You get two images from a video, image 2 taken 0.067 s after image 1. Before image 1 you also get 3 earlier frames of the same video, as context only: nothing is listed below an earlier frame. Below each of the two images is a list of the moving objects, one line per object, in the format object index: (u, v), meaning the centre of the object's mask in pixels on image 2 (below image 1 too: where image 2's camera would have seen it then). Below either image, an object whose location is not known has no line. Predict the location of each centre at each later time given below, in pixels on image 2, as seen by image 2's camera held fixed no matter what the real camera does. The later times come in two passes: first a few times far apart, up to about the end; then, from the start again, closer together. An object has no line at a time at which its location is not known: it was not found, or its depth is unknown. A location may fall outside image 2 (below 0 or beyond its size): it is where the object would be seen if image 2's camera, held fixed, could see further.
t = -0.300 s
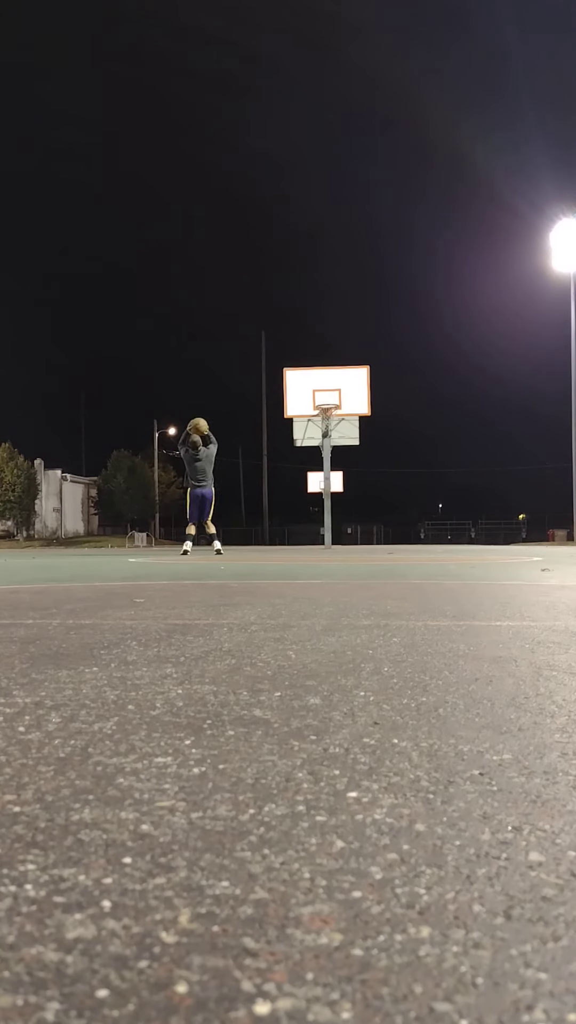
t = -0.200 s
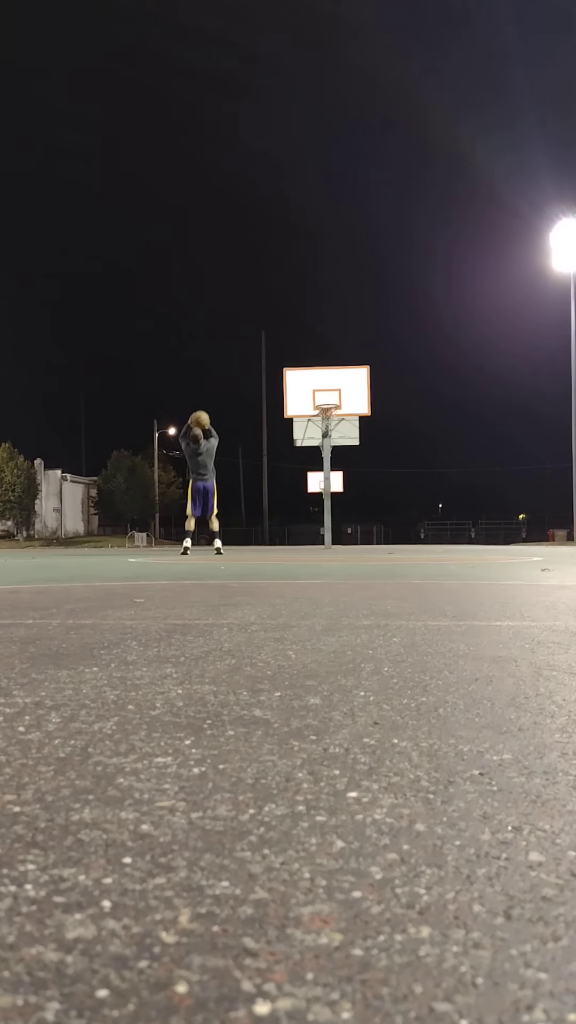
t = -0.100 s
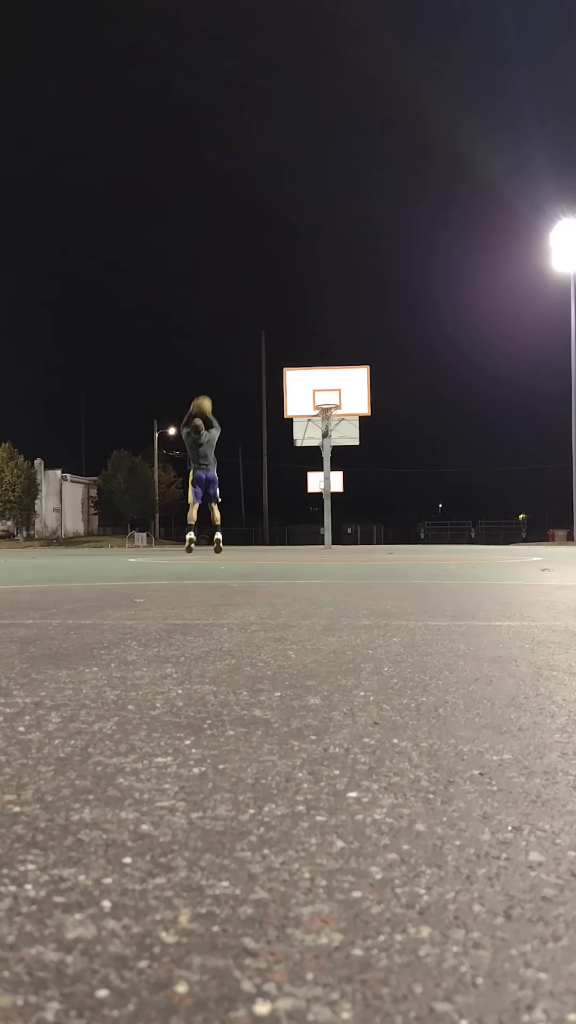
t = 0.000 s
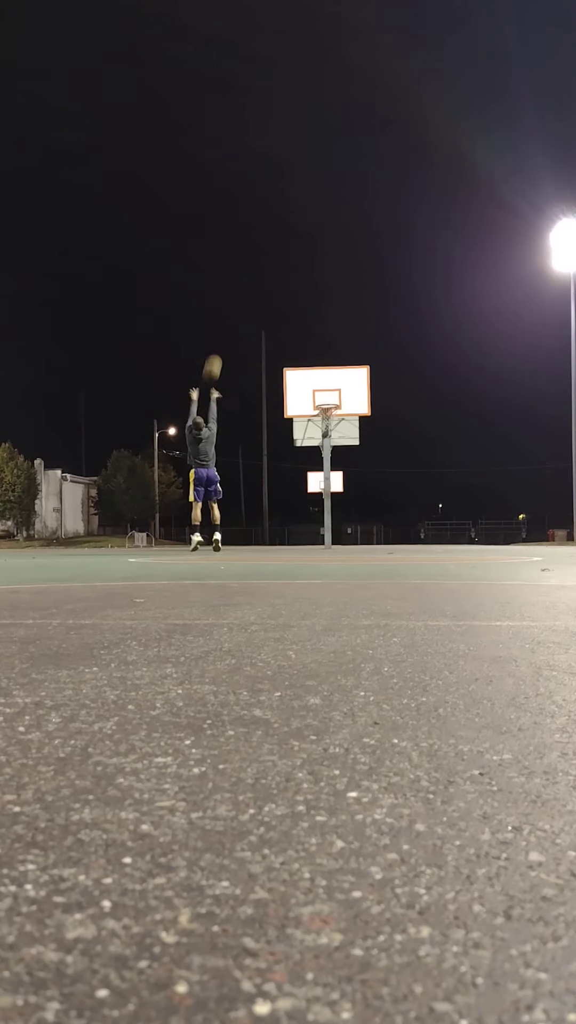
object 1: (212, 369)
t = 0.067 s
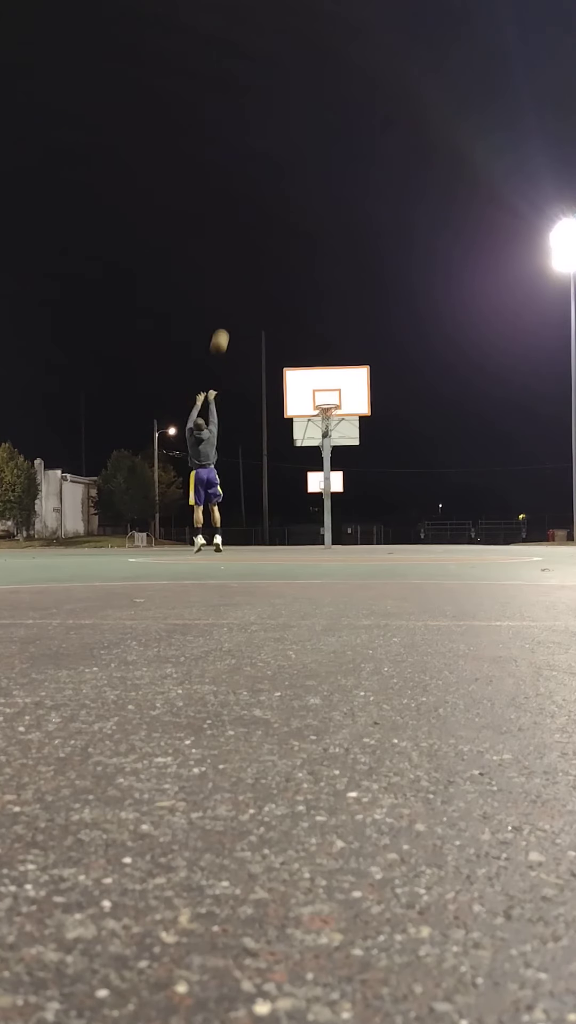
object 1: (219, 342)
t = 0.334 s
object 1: (247, 275)
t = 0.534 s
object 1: (265, 260)
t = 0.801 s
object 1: (285, 274)
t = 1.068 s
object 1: (304, 320)
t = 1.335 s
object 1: (320, 388)
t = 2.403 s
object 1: (365, 482)
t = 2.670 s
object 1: (373, 470)
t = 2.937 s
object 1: (383, 490)
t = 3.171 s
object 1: (391, 535)
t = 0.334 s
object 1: (247, 275)
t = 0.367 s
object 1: (250, 271)
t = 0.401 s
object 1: (253, 267)
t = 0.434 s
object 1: (256, 265)
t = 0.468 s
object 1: (259, 262)
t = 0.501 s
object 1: (262, 261)
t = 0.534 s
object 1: (265, 260)
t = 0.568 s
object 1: (268, 260)
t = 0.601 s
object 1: (270, 260)
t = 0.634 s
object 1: (273, 261)
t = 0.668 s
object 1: (276, 262)
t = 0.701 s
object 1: (278, 264)
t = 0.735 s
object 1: (281, 267)
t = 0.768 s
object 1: (283, 270)
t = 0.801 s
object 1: (285, 274)
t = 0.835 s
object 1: (288, 278)
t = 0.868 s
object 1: (290, 282)
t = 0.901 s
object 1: (293, 287)
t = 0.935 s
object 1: (295, 293)
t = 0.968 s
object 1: (297, 299)
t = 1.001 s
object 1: (300, 305)
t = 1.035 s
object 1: (302, 312)
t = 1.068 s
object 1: (304, 320)
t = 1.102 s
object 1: (306, 327)
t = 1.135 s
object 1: (308, 335)
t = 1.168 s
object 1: (310, 344)
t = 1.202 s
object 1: (312, 353)
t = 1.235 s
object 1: (314, 360)
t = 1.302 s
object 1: (318, 379)
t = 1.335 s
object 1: (320, 388)
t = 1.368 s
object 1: (321, 400)
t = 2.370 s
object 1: (364, 485)
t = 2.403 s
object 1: (365, 482)
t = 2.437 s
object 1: (366, 479)
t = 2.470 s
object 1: (367, 476)
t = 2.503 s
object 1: (368, 474)
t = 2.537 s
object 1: (369, 472)
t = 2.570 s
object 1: (370, 471)
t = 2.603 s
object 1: (371, 470)
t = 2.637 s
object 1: (372, 470)
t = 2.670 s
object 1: (373, 470)
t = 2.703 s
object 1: (375, 471)
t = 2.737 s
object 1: (376, 472)
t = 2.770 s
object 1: (377, 474)
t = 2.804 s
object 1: (378, 476)
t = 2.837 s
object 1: (379, 479)
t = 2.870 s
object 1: (381, 482)
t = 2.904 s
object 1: (382, 486)
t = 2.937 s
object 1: (383, 490)
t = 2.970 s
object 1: (384, 495)
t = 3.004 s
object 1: (385, 500)
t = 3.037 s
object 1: (386, 506)
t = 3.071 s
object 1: (388, 513)
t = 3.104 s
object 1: (389, 520)
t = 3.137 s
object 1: (390, 527)
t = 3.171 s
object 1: (391, 535)
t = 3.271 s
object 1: (395, 532)
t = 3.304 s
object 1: (396, 526)
